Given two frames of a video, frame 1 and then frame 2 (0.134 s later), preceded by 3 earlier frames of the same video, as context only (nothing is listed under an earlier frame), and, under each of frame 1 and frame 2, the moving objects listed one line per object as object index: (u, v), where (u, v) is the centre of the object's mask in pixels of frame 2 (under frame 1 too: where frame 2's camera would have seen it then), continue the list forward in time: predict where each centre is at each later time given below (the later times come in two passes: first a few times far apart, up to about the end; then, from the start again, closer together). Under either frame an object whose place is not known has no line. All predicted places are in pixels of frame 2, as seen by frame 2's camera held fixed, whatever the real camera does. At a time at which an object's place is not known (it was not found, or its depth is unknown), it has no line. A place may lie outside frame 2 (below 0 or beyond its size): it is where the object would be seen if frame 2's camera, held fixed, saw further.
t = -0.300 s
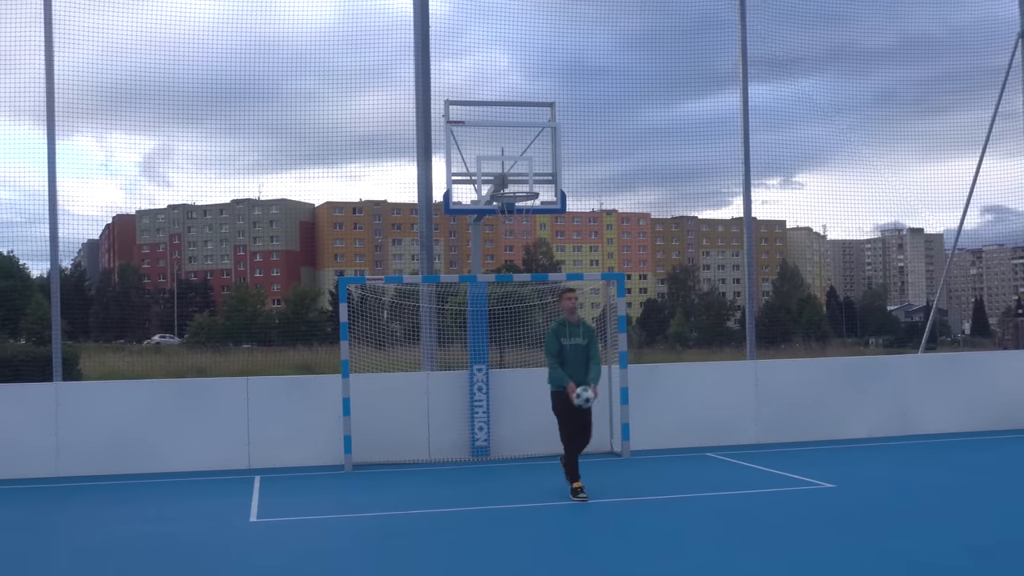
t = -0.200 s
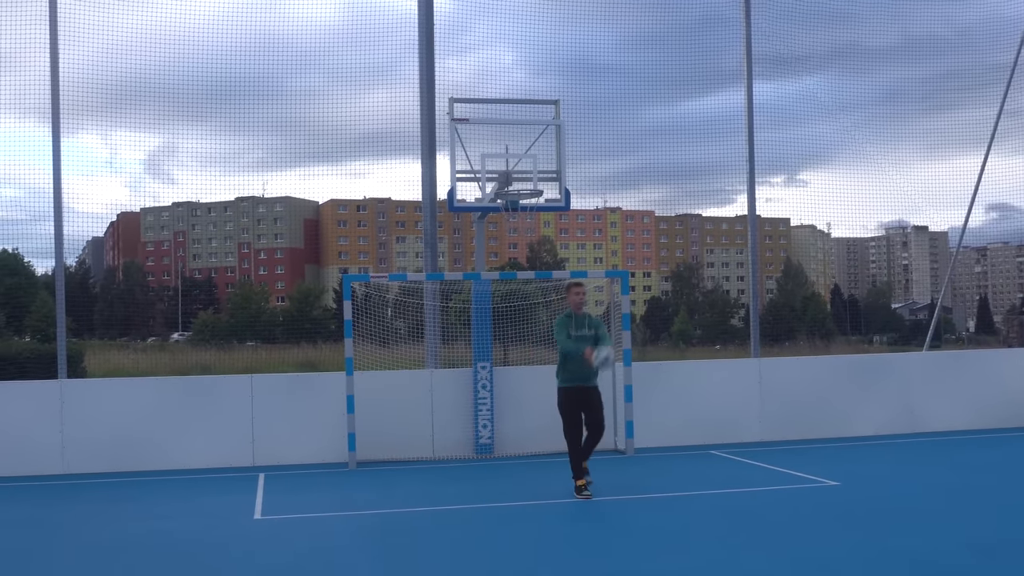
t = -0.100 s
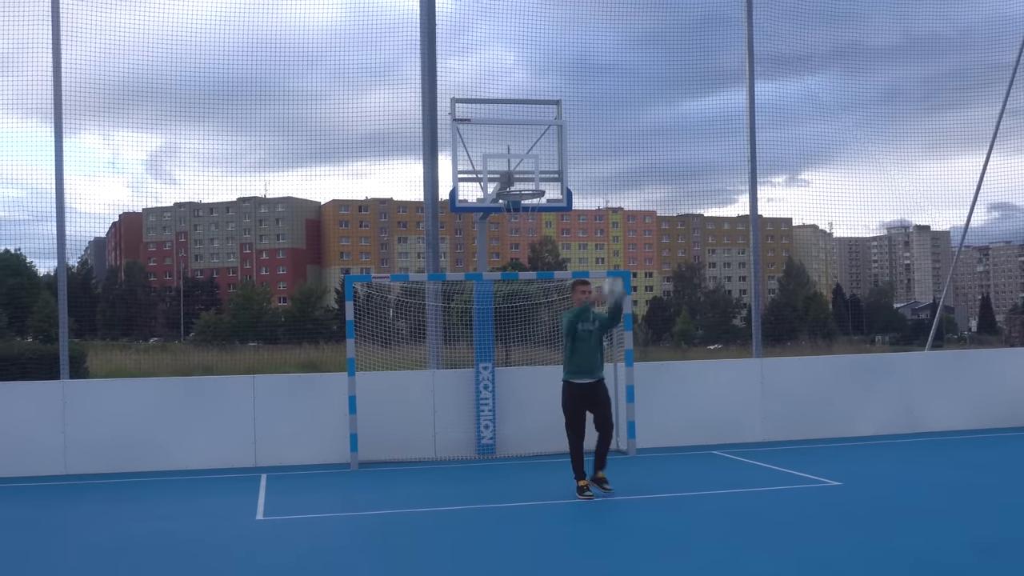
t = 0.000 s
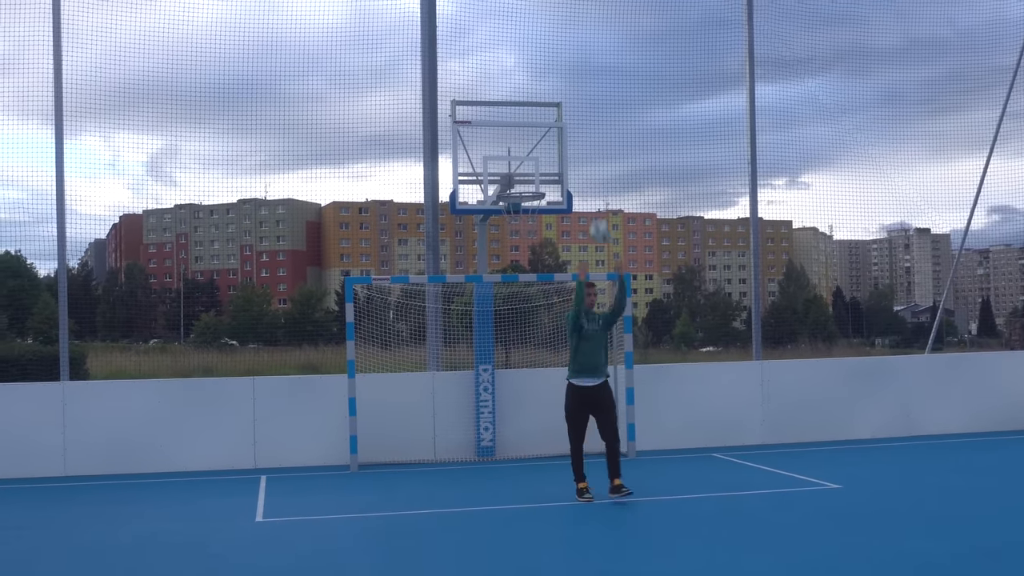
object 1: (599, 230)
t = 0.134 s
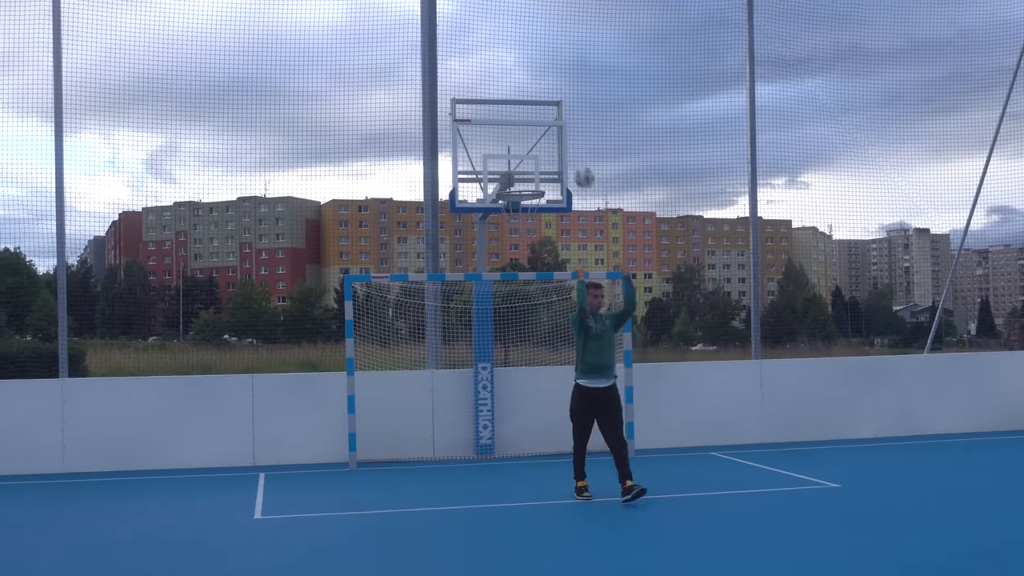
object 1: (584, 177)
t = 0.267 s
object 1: (566, 151)
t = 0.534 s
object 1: (523, 161)
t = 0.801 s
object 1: (507, 183)
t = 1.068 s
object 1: (518, 183)
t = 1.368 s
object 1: (541, 239)
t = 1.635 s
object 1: (564, 354)
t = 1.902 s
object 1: (583, 442)
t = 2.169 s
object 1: (596, 374)
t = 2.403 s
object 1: (606, 375)
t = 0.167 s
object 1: (580, 169)
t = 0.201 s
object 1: (575, 161)
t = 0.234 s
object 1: (571, 154)
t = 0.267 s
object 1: (566, 151)
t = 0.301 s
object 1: (560, 147)
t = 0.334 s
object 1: (555, 145)
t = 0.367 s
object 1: (550, 145)
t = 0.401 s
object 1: (545, 146)
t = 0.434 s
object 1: (539, 148)
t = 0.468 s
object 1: (534, 152)
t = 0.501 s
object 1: (529, 156)
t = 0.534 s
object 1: (523, 161)
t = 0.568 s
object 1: (521, 168)
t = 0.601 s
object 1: (513, 176)
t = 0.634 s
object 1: (508, 183)
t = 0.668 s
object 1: (508, 182)
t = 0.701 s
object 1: (507, 181)
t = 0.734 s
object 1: (507, 181)
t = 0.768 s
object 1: (507, 182)
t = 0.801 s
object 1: (507, 183)
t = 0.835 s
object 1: (505, 181)
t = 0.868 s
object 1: (506, 180)
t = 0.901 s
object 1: (507, 178)
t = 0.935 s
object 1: (509, 178)
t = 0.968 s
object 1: (511, 177)
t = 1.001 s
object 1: (513, 178)
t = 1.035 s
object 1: (515, 180)
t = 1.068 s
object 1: (518, 183)
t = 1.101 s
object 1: (520, 184)
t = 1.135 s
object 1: (521, 190)
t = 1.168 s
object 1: (524, 201)
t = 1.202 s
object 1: (526, 206)
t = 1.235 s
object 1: (529, 212)
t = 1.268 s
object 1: (533, 217)
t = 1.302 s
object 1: (535, 223)
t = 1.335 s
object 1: (540, 232)
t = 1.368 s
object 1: (541, 239)
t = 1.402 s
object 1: (545, 250)
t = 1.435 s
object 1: (547, 260)
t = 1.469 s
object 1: (550, 272)
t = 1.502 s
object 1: (554, 286)
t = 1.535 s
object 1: (556, 302)
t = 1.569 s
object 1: (559, 318)
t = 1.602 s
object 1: (561, 335)
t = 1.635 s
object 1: (564, 354)
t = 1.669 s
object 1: (566, 377)
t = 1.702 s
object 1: (570, 397)
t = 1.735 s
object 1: (572, 421)
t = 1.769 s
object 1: (575, 442)
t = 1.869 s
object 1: (582, 456)
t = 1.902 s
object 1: (583, 442)
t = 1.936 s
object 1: (584, 429)
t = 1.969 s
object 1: (585, 418)
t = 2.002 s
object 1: (588, 407)
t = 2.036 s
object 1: (589, 399)
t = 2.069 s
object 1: (591, 390)
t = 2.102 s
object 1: (592, 384)
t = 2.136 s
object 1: (594, 378)
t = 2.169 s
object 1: (596, 374)
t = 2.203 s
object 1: (597, 371)
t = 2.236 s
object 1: (599, 369)
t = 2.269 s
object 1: (600, 368)
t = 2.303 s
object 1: (602, 368)
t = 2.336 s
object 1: (603, 369)
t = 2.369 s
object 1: (604, 371)
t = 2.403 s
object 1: (606, 375)
